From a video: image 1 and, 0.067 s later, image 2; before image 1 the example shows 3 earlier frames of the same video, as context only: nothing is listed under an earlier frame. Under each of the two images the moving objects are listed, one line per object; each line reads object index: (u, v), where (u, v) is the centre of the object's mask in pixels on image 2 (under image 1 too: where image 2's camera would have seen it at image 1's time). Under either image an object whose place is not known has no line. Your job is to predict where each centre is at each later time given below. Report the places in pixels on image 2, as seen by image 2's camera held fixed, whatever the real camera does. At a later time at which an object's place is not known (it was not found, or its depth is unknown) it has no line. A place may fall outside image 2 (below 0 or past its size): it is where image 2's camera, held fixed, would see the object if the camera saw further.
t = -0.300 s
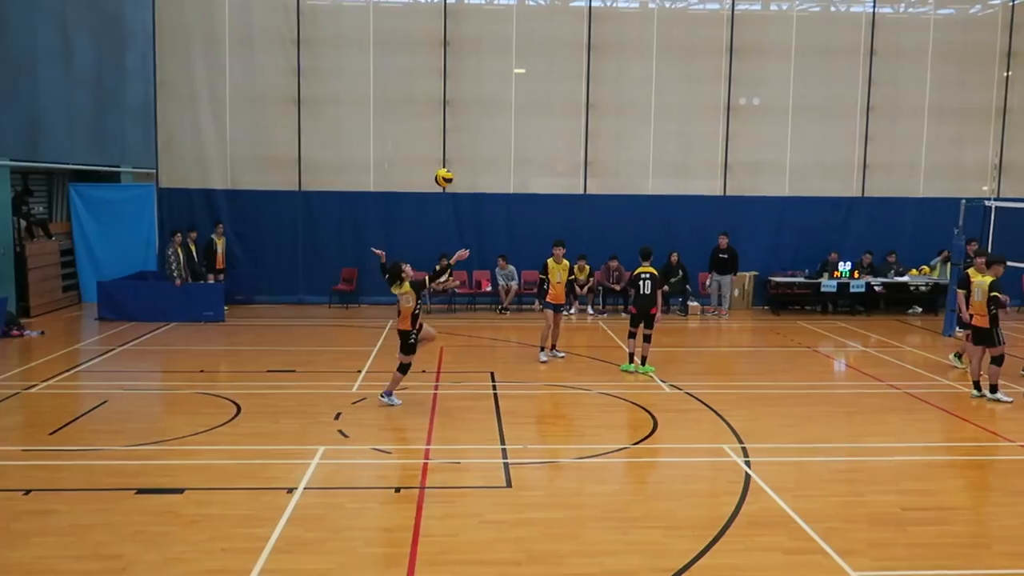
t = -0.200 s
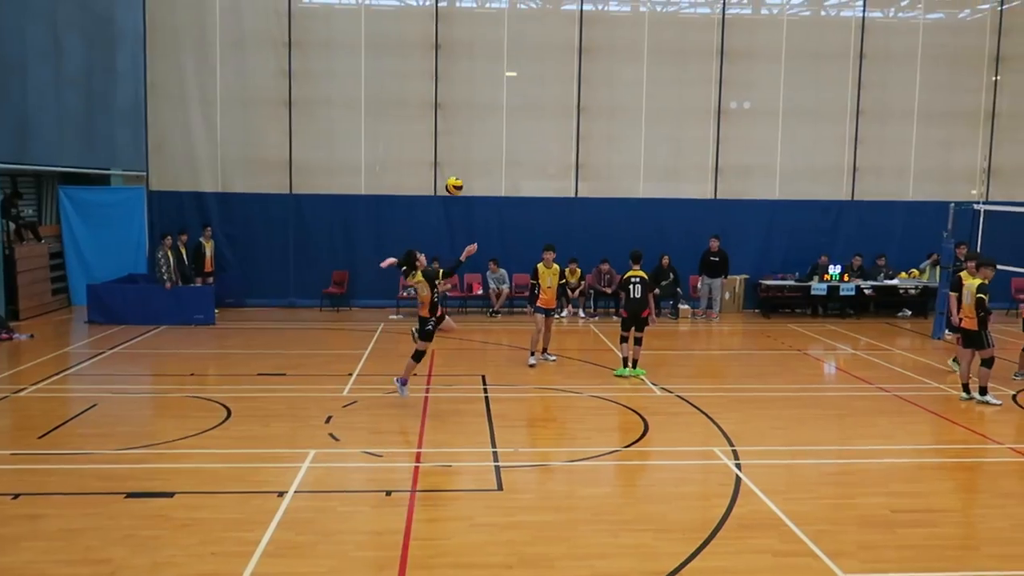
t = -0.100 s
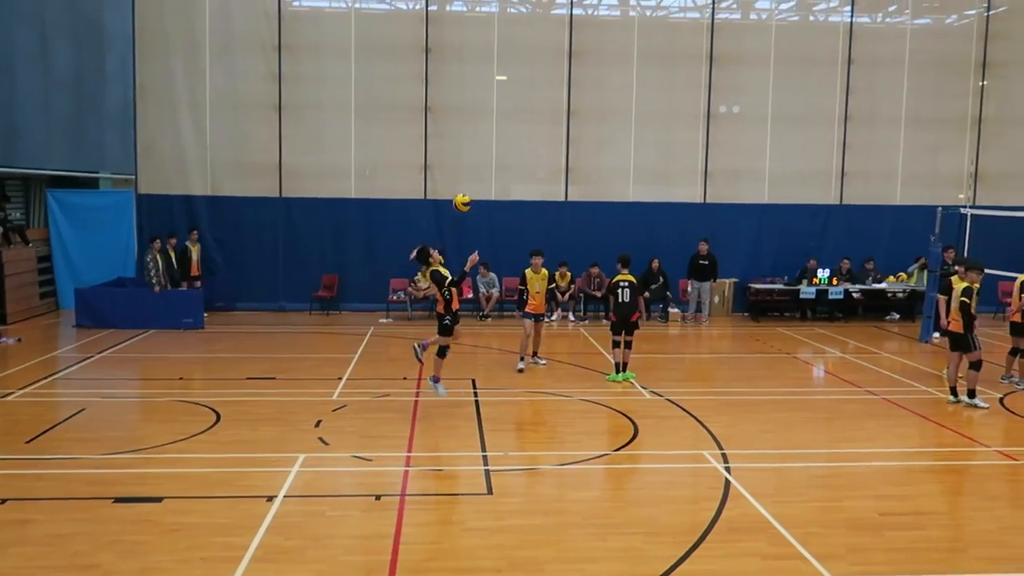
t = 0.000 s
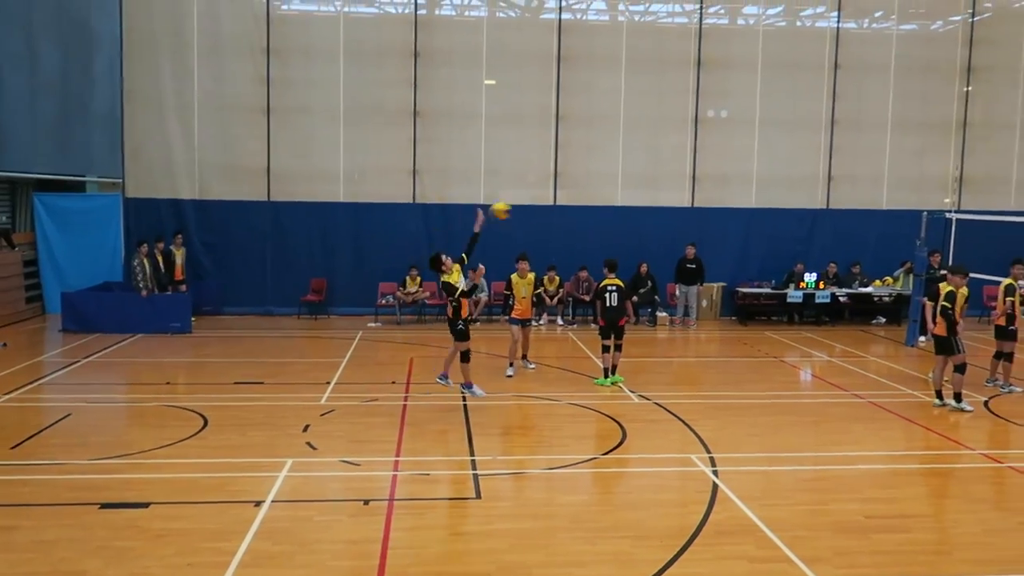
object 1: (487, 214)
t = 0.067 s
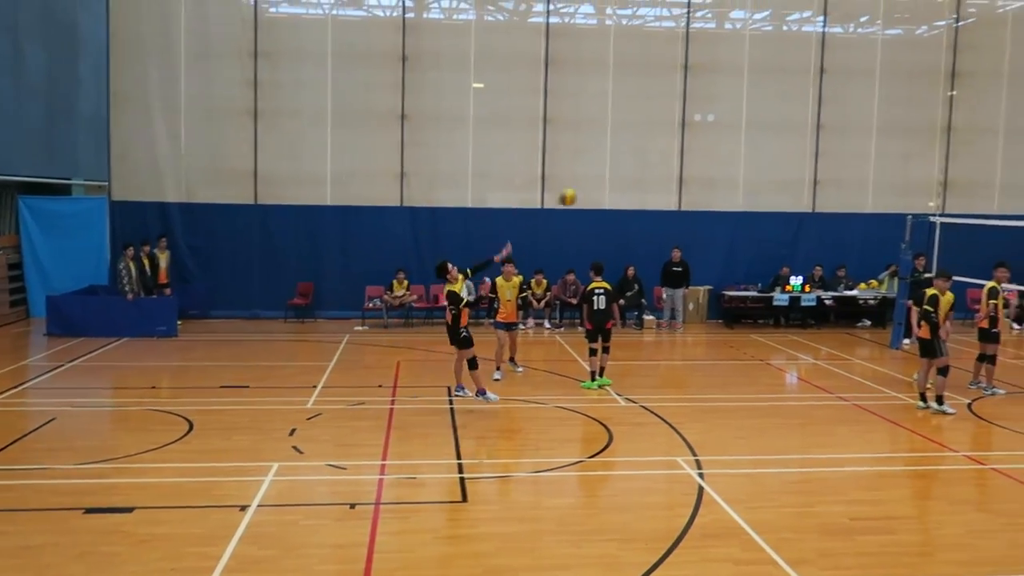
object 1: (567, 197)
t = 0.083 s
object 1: (587, 194)
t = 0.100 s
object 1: (605, 190)
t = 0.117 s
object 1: (624, 187)
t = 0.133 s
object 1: (642, 183)
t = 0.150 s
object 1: (660, 180)
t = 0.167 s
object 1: (679, 177)
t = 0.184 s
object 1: (697, 175)
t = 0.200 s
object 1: (715, 173)
